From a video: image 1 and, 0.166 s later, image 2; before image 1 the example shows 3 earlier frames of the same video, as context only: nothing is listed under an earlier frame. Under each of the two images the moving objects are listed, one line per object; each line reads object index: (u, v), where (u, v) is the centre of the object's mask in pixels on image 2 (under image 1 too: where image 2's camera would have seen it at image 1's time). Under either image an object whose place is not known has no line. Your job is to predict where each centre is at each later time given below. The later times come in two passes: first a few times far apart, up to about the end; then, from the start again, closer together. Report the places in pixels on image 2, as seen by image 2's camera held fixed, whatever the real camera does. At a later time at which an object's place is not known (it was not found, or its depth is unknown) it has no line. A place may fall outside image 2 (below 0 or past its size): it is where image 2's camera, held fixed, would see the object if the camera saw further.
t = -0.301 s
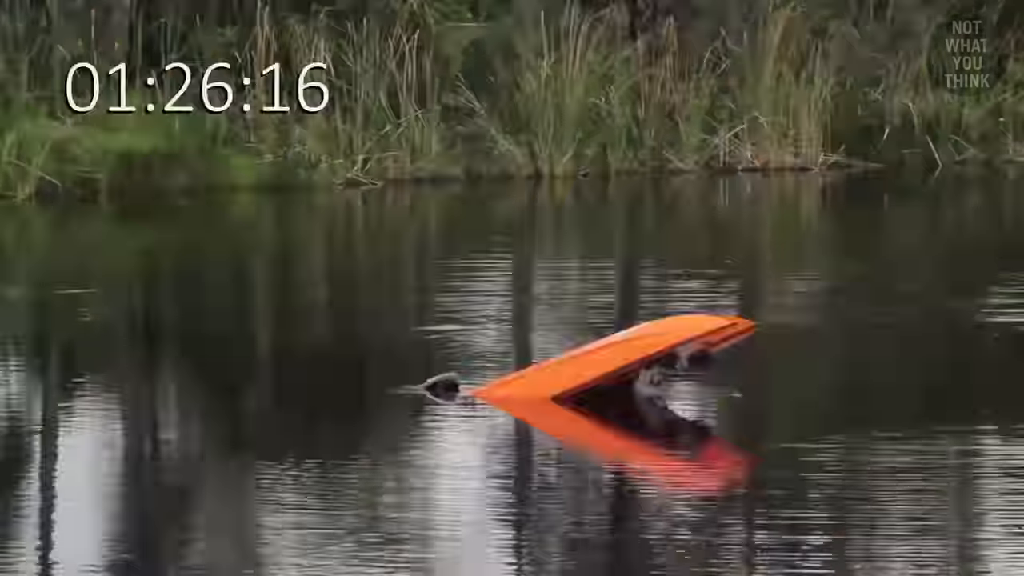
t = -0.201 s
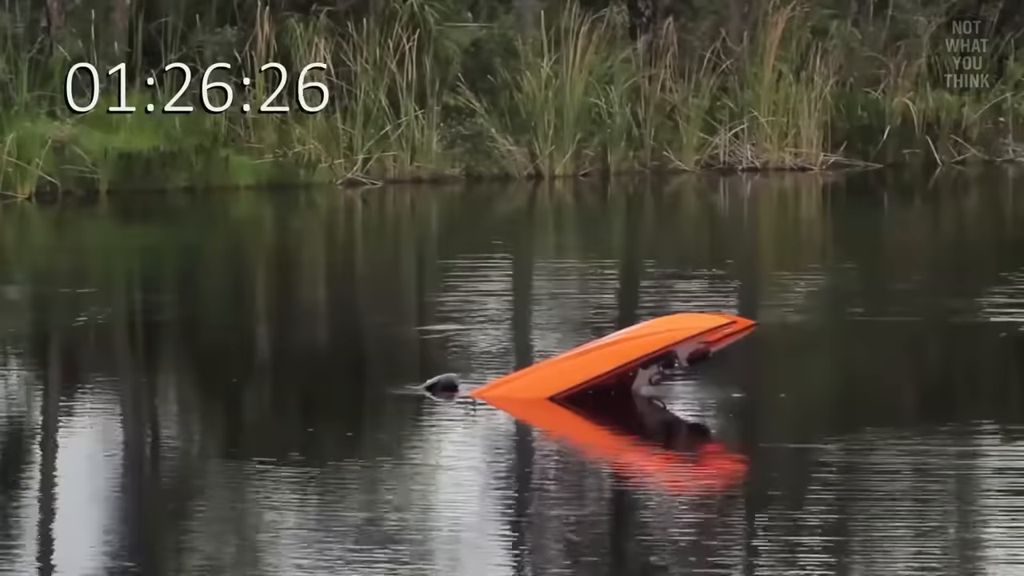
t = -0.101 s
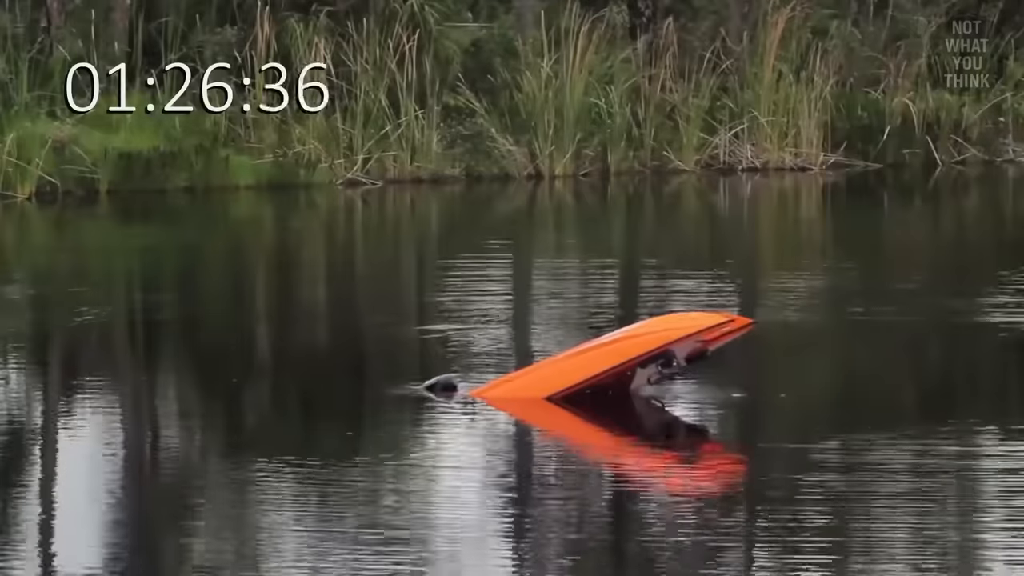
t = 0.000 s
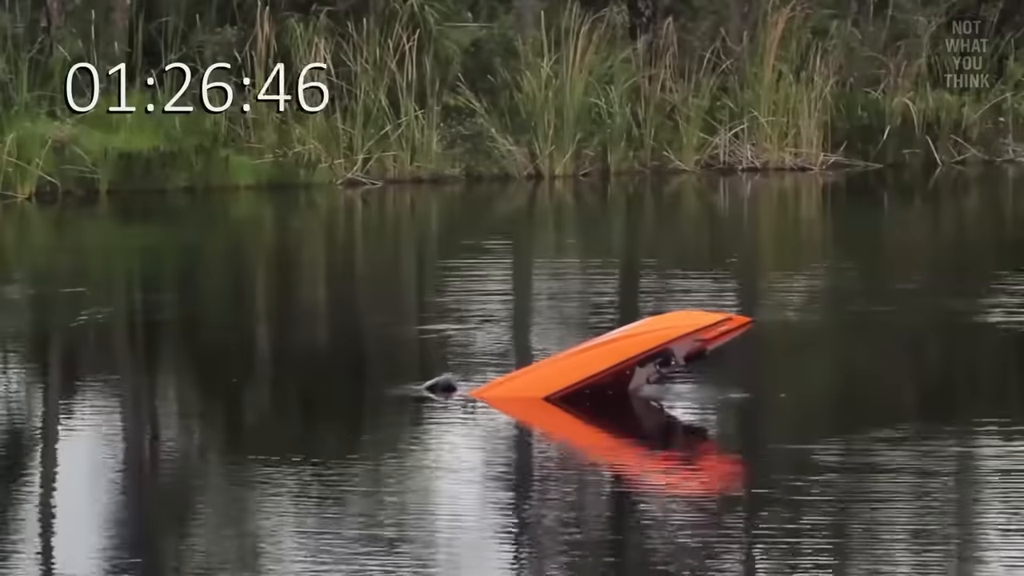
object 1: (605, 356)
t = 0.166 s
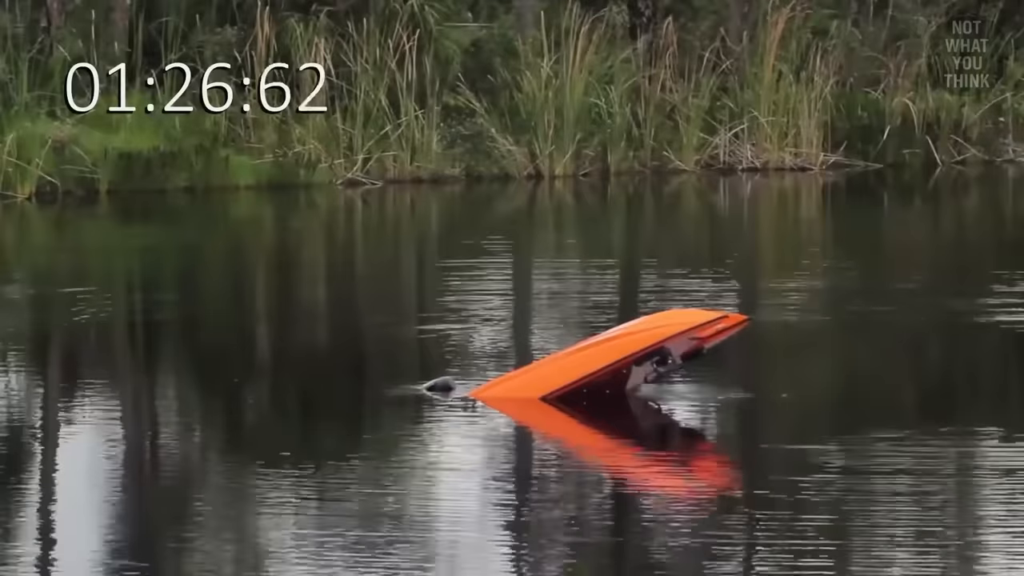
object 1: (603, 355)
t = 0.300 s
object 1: (604, 354)
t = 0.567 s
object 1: (610, 350)
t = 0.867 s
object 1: (606, 348)
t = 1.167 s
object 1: (602, 352)
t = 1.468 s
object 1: (599, 347)
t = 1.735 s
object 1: (591, 348)
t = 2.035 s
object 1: (585, 347)
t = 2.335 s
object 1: (579, 345)
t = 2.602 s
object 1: (573, 344)
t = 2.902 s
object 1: (565, 341)
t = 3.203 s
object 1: (558, 339)
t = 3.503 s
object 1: (548, 337)
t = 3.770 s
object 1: (540, 334)
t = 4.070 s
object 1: (529, 333)
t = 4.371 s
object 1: (518, 330)
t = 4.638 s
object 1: (506, 329)
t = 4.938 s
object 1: (494, 327)
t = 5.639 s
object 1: (462, 321)
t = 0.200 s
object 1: (604, 355)
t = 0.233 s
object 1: (614, 352)
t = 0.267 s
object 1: (604, 354)
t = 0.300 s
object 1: (604, 354)
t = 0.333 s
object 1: (613, 352)
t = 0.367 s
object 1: (613, 351)
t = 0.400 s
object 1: (604, 353)
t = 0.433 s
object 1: (612, 351)
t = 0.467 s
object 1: (611, 350)
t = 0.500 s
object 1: (611, 350)
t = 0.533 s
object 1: (611, 350)
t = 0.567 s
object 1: (610, 350)
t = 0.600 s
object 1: (611, 349)
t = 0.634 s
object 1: (609, 349)
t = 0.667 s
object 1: (609, 349)
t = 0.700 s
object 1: (608, 349)
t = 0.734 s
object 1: (608, 349)
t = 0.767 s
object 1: (608, 349)
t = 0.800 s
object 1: (607, 348)
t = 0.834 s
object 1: (606, 348)
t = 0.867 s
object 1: (606, 348)
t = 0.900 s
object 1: (605, 348)
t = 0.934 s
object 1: (606, 348)
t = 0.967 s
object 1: (606, 352)
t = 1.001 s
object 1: (606, 352)
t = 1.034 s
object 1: (605, 352)
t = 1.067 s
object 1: (604, 352)
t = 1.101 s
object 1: (603, 352)
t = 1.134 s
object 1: (603, 352)
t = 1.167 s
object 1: (602, 352)
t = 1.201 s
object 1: (601, 352)
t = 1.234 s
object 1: (600, 352)
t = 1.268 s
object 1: (600, 352)
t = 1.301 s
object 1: (599, 352)
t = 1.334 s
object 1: (600, 350)
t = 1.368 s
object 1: (598, 351)
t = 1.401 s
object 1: (599, 349)
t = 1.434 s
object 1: (599, 348)
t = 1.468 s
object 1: (599, 347)
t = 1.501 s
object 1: (598, 346)
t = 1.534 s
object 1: (595, 350)
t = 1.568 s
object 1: (596, 348)
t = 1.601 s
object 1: (594, 349)
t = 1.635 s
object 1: (593, 349)
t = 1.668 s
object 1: (592, 349)
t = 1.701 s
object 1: (592, 349)
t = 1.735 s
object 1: (591, 348)
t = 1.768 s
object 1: (590, 348)
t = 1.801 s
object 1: (590, 348)
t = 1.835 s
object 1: (590, 347)
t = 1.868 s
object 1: (589, 347)
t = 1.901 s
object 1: (588, 348)
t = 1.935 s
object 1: (586, 348)
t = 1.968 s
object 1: (587, 347)
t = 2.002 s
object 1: (586, 346)
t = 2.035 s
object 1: (585, 347)
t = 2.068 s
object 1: (584, 348)
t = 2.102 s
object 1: (584, 346)
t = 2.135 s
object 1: (584, 346)
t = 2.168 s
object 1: (583, 346)
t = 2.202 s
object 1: (582, 345)
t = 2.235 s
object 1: (582, 345)
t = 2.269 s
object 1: (581, 345)
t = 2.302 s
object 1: (580, 345)
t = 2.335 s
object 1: (579, 345)
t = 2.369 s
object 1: (579, 345)
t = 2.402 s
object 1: (578, 344)
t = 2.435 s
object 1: (577, 345)
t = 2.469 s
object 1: (576, 344)
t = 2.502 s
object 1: (575, 344)
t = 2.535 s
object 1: (574, 344)
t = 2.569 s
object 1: (574, 344)
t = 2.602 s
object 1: (573, 344)
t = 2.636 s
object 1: (572, 343)
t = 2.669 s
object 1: (571, 343)
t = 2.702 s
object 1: (571, 343)
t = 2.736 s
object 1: (570, 343)
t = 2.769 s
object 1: (569, 343)
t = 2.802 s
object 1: (568, 343)
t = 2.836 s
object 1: (568, 342)
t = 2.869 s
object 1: (566, 342)
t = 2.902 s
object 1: (565, 341)
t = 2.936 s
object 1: (564, 342)
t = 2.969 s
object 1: (563, 341)
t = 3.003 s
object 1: (563, 341)
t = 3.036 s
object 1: (562, 340)
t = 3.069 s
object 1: (561, 340)
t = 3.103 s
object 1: (560, 340)
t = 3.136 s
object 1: (559, 339)
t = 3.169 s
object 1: (559, 339)
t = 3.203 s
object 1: (558, 339)
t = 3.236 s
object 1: (557, 338)
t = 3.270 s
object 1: (555, 339)
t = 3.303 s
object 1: (554, 339)
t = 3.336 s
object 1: (553, 339)
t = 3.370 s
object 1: (553, 337)
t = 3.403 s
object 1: (551, 338)
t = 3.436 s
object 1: (550, 338)
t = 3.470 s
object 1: (550, 337)
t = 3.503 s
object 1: (548, 337)
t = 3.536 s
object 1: (547, 336)
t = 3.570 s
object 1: (547, 336)
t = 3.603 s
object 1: (546, 335)
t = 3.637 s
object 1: (545, 335)
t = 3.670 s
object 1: (543, 335)
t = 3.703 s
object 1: (543, 334)
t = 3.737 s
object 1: (541, 334)
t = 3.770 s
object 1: (540, 334)
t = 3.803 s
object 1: (539, 334)
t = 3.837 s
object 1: (538, 334)
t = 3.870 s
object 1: (537, 333)
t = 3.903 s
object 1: (535, 333)
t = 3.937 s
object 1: (534, 333)
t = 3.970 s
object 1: (533, 333)
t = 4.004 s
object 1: (532, 333)
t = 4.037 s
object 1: (530, 333)
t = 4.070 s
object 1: (529, 333)
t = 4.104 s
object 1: (528, 332)
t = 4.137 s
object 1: (527, 332)
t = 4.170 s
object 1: (526, 332)
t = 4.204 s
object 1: (524, 332)
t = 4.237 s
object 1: (523, 331)
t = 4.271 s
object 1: (522, 331)
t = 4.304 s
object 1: (520, 331)
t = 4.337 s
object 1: (519, 331)
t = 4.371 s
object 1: (518, 330)
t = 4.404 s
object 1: (516, 330)
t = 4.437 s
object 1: (515, 330)
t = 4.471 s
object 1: (514, 330)
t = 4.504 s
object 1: (512, 330)
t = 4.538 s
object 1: (511, 329)
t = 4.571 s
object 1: (510, 329)
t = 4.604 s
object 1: (508, 329)
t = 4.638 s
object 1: (506, 329)
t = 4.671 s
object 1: (505, 329)
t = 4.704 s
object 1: (504, 328)
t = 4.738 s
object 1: (503, 328)
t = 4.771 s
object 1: (501, 328)
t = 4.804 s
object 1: (500, 328)
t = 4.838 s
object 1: (499, 327)
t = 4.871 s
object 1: (496, 328)
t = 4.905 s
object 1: (496, 327)
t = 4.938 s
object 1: (494, 327)
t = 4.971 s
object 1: (493, 326)
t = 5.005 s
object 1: (491, 326)
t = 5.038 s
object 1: (490, 326)
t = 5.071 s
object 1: (488, 326)
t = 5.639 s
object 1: (462, 321)
